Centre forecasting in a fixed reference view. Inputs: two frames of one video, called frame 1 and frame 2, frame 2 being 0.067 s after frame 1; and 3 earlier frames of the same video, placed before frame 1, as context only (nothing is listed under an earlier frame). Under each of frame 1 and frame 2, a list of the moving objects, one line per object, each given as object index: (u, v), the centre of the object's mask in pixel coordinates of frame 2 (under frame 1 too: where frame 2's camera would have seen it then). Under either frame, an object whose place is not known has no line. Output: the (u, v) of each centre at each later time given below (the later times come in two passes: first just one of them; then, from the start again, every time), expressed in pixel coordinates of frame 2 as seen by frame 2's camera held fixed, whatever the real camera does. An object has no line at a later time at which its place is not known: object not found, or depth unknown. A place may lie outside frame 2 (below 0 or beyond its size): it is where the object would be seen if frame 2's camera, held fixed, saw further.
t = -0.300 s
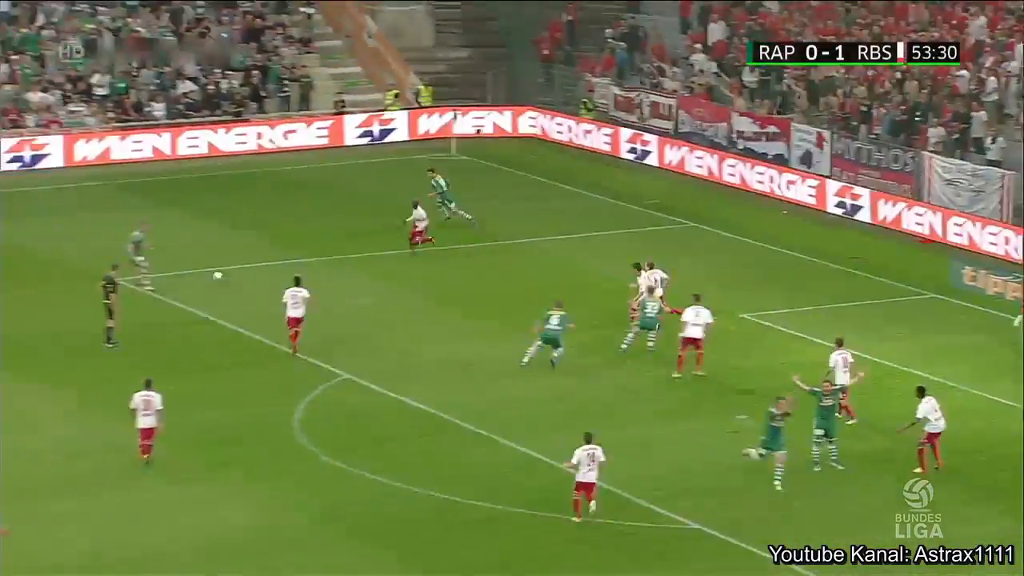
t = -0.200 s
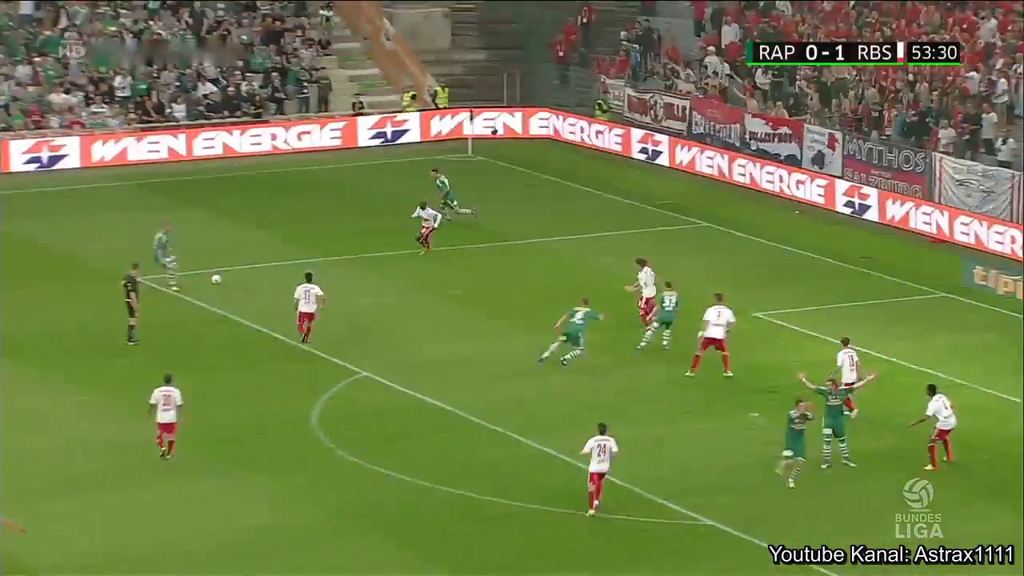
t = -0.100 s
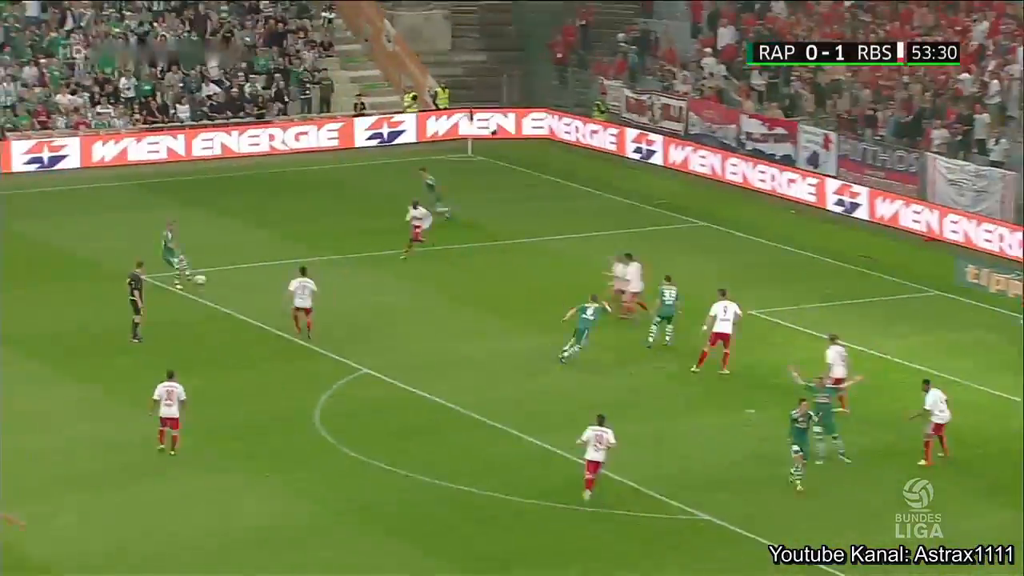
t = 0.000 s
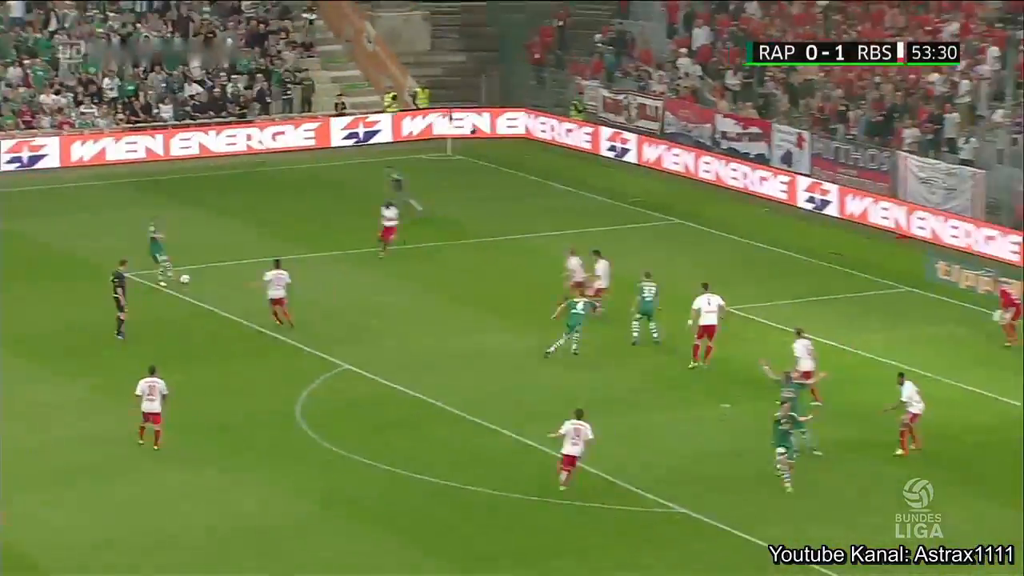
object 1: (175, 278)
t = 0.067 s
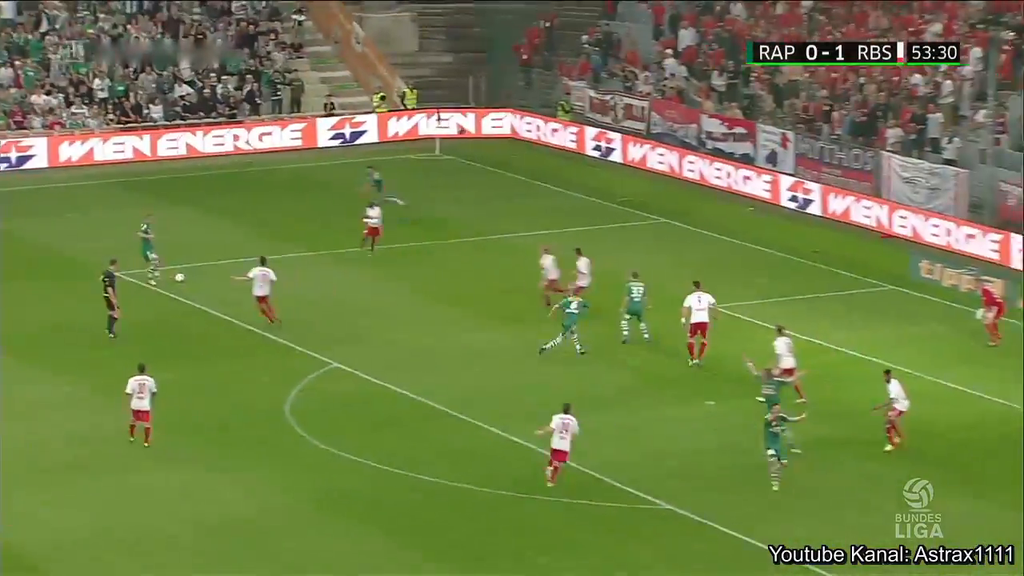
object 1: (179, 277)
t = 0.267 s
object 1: (191, 279)
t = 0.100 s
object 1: (182, 278)
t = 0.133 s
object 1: (185, 278)
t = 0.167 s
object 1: (186, 279)
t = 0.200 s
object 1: (188, 278)
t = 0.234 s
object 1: (190, 279)
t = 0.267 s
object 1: (191, 279)
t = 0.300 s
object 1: (192, 279)
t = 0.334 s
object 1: (193, 279)
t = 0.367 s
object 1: (194, 279)
